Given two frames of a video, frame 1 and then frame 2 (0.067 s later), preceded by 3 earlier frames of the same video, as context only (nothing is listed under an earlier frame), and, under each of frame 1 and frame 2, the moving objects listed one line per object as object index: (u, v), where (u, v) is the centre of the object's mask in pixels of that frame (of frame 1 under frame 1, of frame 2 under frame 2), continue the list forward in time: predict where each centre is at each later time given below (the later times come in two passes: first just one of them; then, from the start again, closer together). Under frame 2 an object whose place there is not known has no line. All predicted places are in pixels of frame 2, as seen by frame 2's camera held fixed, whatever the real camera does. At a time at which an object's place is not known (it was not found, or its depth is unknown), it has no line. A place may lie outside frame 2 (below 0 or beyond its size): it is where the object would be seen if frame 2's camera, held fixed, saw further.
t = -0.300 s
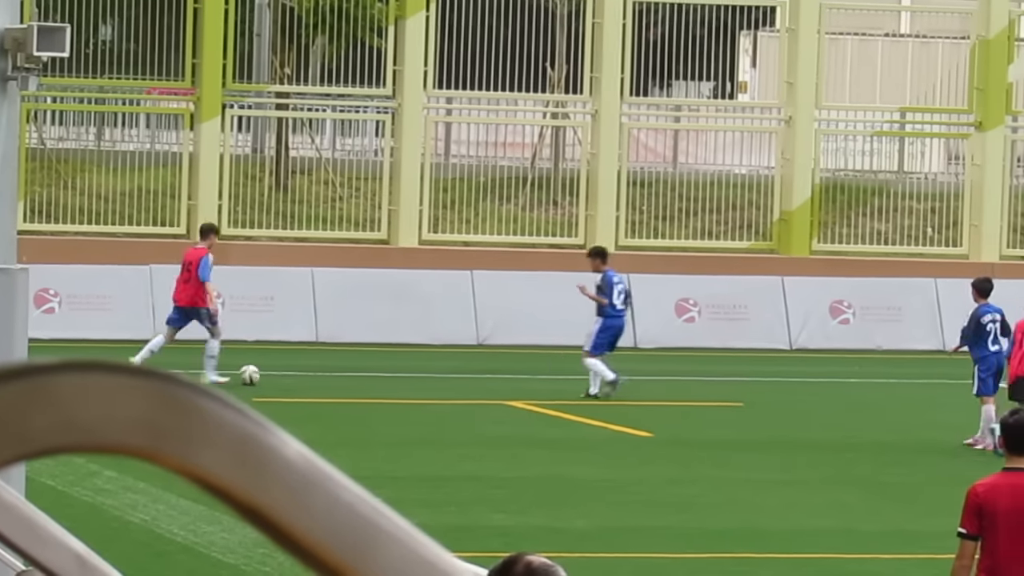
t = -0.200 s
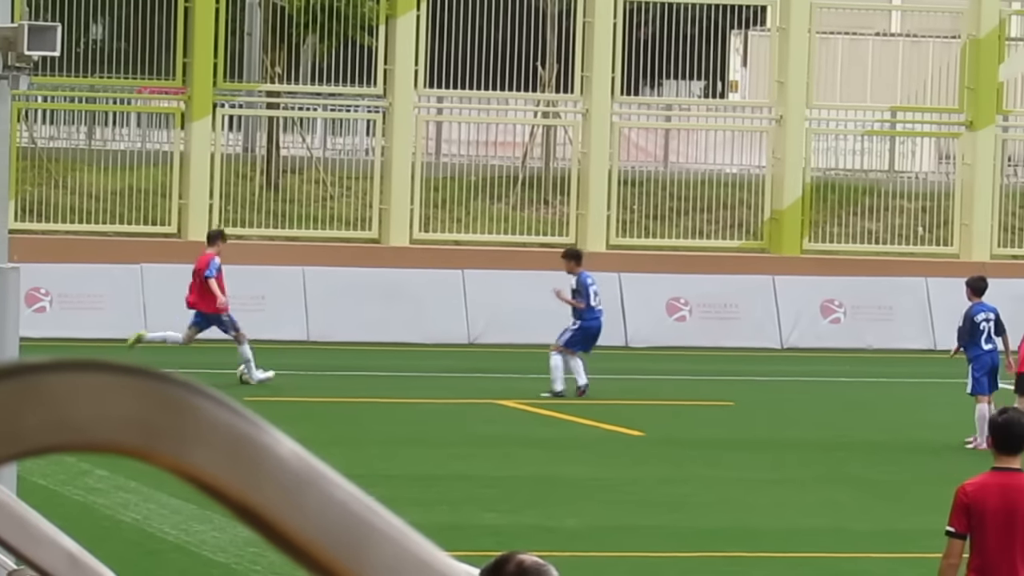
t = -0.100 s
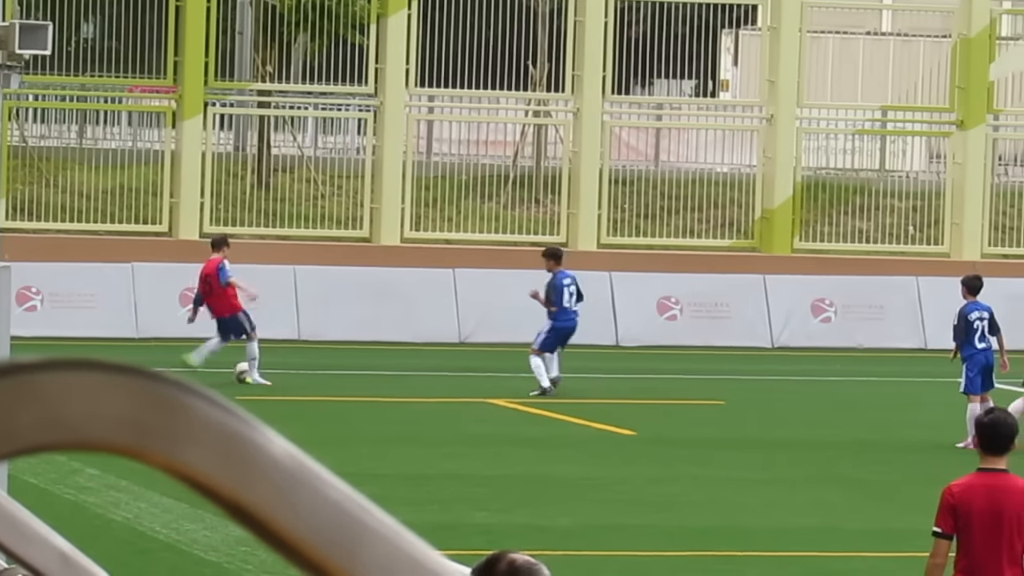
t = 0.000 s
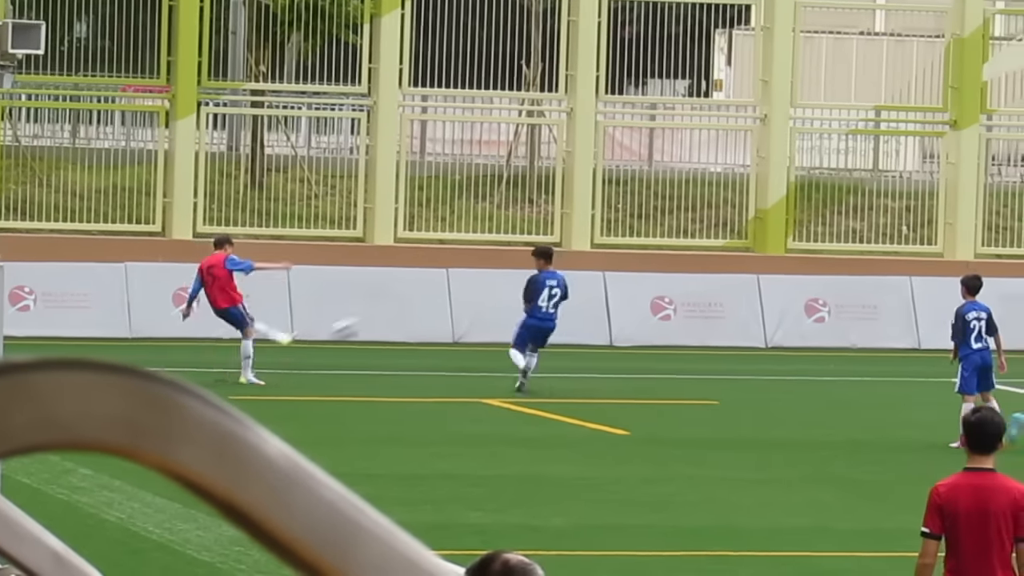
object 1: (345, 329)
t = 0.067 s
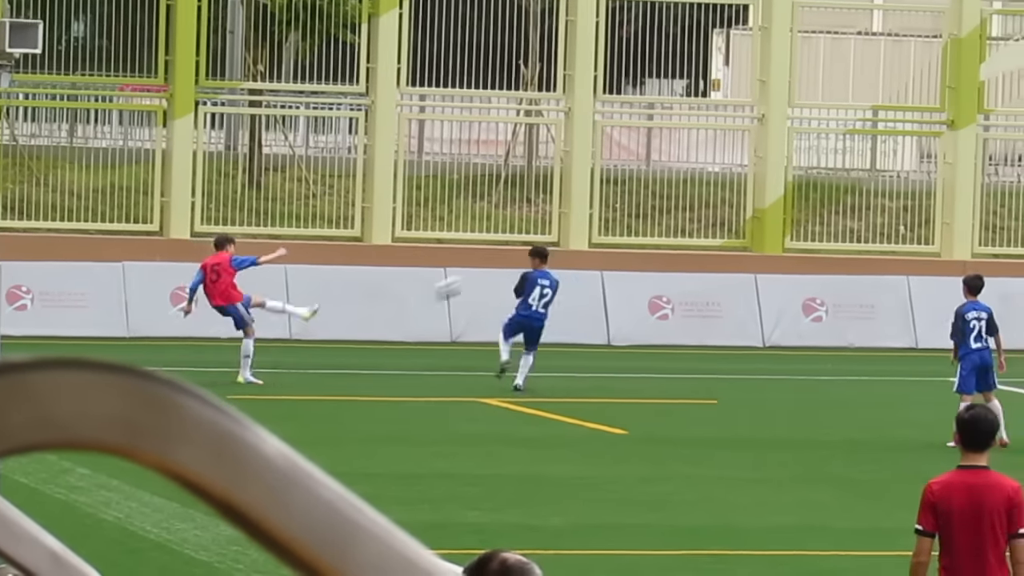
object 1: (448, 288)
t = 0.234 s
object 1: (693, 204)
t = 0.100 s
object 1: (498, 269)
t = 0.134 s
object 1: (550, 250)
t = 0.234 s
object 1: (693, 204)
